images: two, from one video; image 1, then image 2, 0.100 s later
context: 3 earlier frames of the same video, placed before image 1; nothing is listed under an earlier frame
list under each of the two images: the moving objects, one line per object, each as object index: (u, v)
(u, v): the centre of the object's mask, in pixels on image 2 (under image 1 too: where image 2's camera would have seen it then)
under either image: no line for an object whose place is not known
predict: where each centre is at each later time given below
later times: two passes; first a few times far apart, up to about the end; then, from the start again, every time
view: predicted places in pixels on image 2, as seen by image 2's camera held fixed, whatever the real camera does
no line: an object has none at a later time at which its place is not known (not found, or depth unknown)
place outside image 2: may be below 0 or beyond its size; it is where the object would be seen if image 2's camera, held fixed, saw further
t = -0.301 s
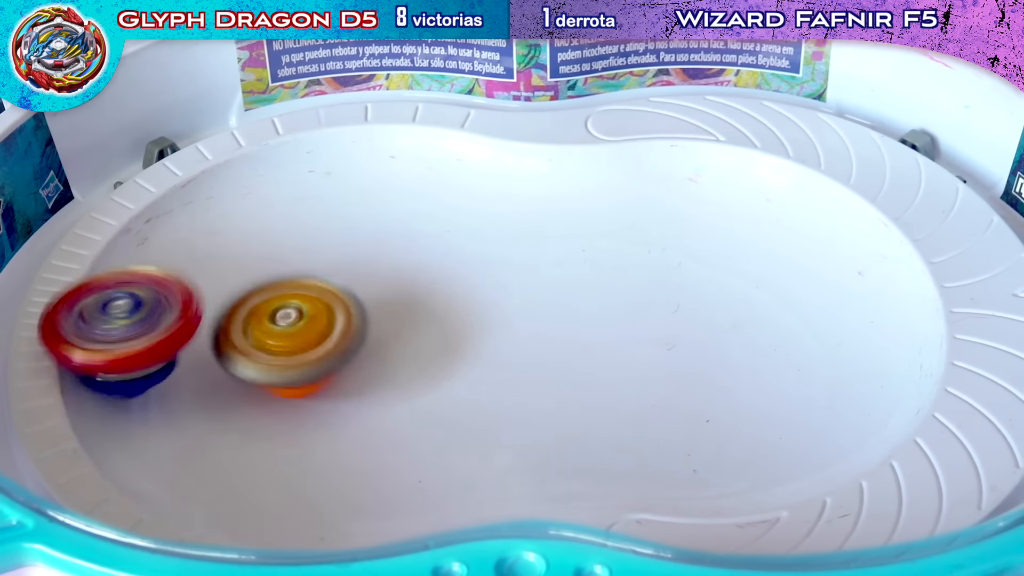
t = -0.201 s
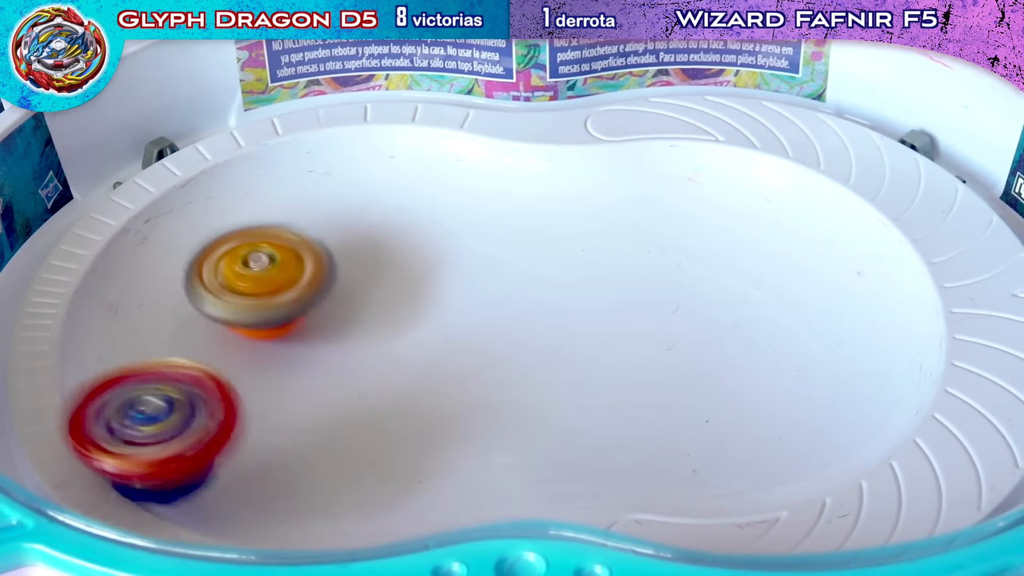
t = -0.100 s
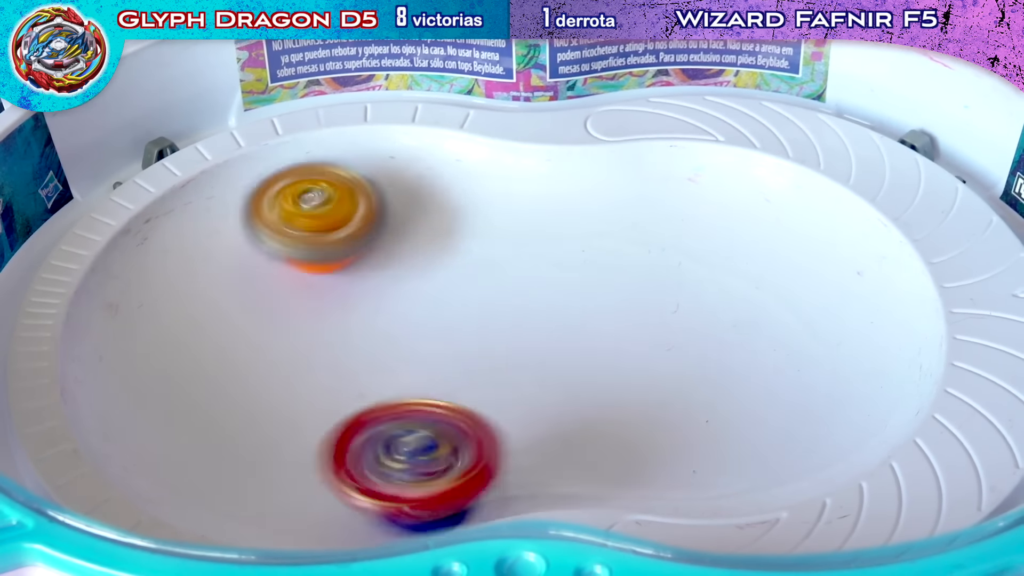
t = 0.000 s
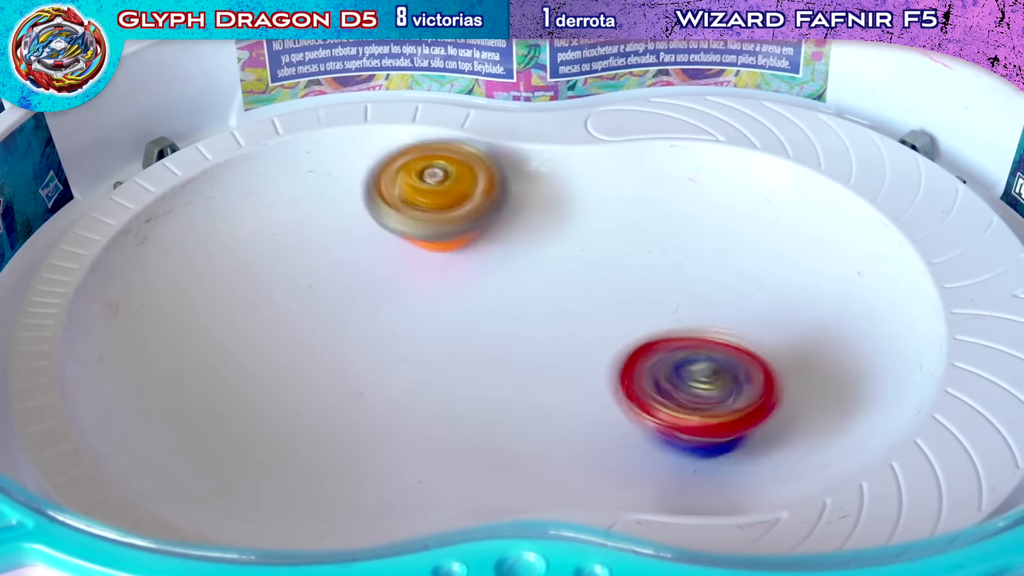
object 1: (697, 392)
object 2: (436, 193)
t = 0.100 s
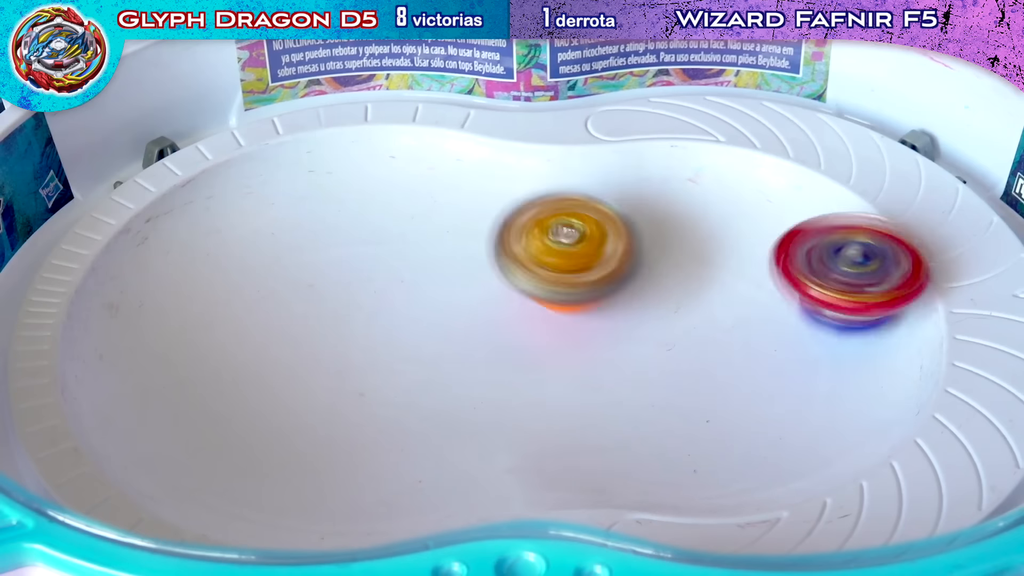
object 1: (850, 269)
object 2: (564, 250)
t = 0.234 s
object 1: (725, 159)
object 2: (703, 344)
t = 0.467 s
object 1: (184, 251)
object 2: (625, 407)
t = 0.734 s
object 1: (514, 431)
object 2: (283, 348)
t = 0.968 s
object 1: (823, 181)
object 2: (385, 227)
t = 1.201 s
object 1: (454, 205)
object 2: (659, 312)
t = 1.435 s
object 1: (171, 394)
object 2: (666, 375)
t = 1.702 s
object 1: (669, 426)
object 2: (416, 316)
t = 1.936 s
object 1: (785, 223)
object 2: (377, 251)
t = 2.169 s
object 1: (493, 173)
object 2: (367, 354)
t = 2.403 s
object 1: (301, 235)
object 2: (151, 317)
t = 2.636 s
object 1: (400, 321)
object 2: (283, 211)
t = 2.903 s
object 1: (677, 412)
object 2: (467, 357)
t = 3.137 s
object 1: (849, 283)
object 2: (212, 450)
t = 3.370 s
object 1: (564, 256)
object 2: (260, 235)
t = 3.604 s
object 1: (337, 351)
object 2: (565, 187)
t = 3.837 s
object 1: (260, 412)
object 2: (774, 373)
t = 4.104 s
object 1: (344, 389)
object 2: (499, 398)
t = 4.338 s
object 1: (173, 229)
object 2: (900, 333)
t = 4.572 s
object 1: (436, 266)
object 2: (683, 291)
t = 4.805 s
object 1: (452, 280)
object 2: (691, 215)
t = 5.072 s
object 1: (554, 328)
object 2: (841, 268)
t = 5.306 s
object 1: (639, 428)
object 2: (753, 305)
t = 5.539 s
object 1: (669, 416)
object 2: (643, 196)
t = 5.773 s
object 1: (557, 279)
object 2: (693, 215)
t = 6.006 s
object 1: (347, 137)
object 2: (546, 374)
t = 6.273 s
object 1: (249, 303)
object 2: (125, 385)
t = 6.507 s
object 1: (424, 394)
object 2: (325, 225)
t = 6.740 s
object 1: (645, 410)
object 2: (668, 286)
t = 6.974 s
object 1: (764, 405)
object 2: (869, 309)
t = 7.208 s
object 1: (673, 400)
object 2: (777, 307)
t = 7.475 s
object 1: (519, 274)
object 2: (655, 168)
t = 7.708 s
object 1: (358, 137)
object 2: (689, 237)
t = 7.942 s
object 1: (247, 254)
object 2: (478, 403)
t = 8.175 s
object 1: (348, 397)
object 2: (135, 403)
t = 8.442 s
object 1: (456, 437)
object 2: (344, 260)
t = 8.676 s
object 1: (483, 389)
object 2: (643, 247)
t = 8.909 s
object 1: (470, 268)
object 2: (859, 282)
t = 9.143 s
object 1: (406, 164)
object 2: (725, 395)
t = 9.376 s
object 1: (310, 227)
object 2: (479, 345)
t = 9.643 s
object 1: (144, 290)
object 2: (391, 355)
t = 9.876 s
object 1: (201, 307)
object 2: (434, 384)
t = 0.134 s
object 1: (857, 224)
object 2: (610, 276)
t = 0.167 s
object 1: (830, 183)
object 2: (650, 300)
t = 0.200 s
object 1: (785, 160)
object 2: (678, 322)
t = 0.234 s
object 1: (725, 159)
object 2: (703, 344)
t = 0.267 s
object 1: (647, 158)
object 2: (714, 362)
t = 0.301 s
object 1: (563, 168)
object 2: (721, 379)
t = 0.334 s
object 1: (478, 186)
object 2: (717, 392)
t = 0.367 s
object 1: (394, 209)
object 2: (706, 402)
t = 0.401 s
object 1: (314, 221)
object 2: (686, 408)
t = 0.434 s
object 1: (245, 234)
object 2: (659, 409)
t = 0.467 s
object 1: (184, 251)
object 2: (625, 407)
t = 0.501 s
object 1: (134, 274)
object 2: (585, 402)
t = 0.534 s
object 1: (109, 307)
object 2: (542, 395)
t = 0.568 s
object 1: (115, 357)
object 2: (493, 388)
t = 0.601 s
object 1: (154, 408)
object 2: (440, 383)
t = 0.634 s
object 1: (220, 455)
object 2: (392, 377)
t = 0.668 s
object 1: (312, 476)
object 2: (345, 364)
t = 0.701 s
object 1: (417, 465)
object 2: (307, 362)
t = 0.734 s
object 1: (514, 431)
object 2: (283, 348)
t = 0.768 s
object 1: (601, 417)
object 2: (267, 331)
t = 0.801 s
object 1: (680, 389)
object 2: (262, 313)
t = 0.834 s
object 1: (747, 352)
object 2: (269, 293)
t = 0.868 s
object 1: (795, 314)
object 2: (287, 271)
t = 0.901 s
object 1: (826, 272)
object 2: (313, 252)
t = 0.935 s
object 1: (834, 228)
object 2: (346, 237)
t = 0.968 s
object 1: (823, 181)
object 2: (385, 227)
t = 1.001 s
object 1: (790, 153)
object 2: (424, 225)
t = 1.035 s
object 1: (744, 139)
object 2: (459, 230)
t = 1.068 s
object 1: (691, 131)
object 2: (498, 242)
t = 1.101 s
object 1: (633, 130)
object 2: (545, 262)
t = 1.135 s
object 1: (579, 147)
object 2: (589, 280)
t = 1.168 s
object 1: (521, 177)
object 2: (626, 296)
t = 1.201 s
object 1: (454, 205)
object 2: (659, 312)
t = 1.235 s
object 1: (393, 230)
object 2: (685, 325)
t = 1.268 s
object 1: (334, 253)
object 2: (699, 336)
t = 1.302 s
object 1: (284, 274)
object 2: (705, 346)
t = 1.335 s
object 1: (242, 299)
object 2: (706, 356)
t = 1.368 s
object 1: (206, 328)
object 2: (700, 364)
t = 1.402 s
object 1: (183, 359)
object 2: (687, 370)
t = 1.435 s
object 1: (171, 394)
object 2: (666, 375)
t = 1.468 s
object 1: (179, 428)
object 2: (642, 378)
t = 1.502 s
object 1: (209, 458)
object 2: (614, 379)
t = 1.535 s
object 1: (268, 475)
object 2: (582, 379)
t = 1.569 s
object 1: (349, 478)
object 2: (546, 378)
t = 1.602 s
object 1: (435, 458)
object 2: (513, 371)
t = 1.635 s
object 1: (513, 440)
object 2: (471, 351)
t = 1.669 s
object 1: (593, 437)
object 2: (444, 338)
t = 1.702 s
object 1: (669, 426)
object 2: (416, 316)
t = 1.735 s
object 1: (742, 406)
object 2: (394, 298)
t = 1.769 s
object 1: (797, 376)
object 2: (376, 282)
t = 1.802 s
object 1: (836, 342)
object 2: (364, 270)
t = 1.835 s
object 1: (851, 307)
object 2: (360, 261)
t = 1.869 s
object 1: (847, 276)
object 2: (360, 255)
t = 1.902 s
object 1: (824, 247)
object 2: (366, 252)
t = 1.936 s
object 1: (785, 223)
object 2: (377, 251)
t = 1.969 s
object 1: (738, 204)
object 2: (391, 254)
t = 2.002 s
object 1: (681, 191)
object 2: (407, 261)
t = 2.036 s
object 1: (624, 188)
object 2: (426, 271)
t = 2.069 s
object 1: (562, 192)
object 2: (448, 281)
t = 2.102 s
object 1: (534, 183)
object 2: (432, 302)
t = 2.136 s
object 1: (518, 174)
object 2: (403, 331)
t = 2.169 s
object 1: (493, 173)
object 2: (367, 354)
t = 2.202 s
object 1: (463, 176)
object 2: (325, 370)
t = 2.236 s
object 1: (433, 184)
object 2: (281, 377)
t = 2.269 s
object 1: (398, 193)
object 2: (239, 378)
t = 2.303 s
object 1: (365, 201)
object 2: (202, 369)
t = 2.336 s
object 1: (335, 210)
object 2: (173, 355)
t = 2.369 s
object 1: (316, 222)
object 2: (157, 336)
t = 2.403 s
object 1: (301, 235)
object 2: (151, 317)
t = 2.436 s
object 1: (295, 251)
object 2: (157, 297)
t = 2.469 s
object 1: (307, 266)
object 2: (159, 277)
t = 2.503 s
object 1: (325, 281)
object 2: (164, 259)
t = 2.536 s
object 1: (342, 296)
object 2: (180, 243)
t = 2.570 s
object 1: (358, 308)
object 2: (208, 230)
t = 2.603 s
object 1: (376, 316)
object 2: (243, 218)
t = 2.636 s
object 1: (400, 321)
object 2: (283, 211)
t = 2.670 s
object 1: (422, 328)
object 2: (324, 211)
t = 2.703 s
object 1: (444, 335)
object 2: (365, 220)
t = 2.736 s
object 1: (466, 341)
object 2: (403, 235)
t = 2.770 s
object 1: (491, 350)
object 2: (433, 253)
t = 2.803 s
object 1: (530, 370)
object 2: (451, 273)
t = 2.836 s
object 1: (573, 386)
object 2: (464, 299)
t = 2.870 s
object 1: (622, 400)
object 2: (469, 328)
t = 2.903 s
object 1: (677, 412)
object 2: (467, 357)
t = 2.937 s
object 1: (737, 420)
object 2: (455, 382)
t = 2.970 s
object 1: (801, 415)
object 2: (433, 405)
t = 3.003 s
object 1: (851, 391)
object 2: (403, 428)
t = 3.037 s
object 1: (876, 362)
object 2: (361, 447)
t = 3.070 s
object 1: (882, 338)
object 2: (312, 460)
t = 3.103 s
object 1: (871, 309)
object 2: (261, 461)
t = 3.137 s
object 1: (849, 283)
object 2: (212, 450)
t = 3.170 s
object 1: (817, 262)
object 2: (170, 432)
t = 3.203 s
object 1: (781, 245)
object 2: (143, 403)
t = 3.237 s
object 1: (741, 237)
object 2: (135, 369)
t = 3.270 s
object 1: (697, 237)
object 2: (144, 332)
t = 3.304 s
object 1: (653, 239)
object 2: (168, 296)
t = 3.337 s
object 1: (610, 247)
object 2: (207, 262)
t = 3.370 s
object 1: (564, 256)
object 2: (260, 235)
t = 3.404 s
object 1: (515, 263)
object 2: (317, 214)
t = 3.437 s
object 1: (473, 274)
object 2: (380, 196)
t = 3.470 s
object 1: (446, 294)
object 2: (425, 165)
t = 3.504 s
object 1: (414, 314)
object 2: (463, 139)
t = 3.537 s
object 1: (386, 330)
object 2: (496, 137)
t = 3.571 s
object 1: (361, 343)
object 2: (531, 158)
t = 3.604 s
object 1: (337, 351)
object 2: (565, 187)
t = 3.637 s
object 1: (316, 361)
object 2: (607, 226)
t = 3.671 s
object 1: (299, 370)
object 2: (654, 259)
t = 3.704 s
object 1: (285, 379)
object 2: (695, 286)
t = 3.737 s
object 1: (272, 388)
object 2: (733, 310)
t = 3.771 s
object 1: (263, 398)
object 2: (759, 331)
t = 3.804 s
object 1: (259, 405)
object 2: (771, 351)
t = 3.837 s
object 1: (260, 412)
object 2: (774, 373)
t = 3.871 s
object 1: (264, 418)
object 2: (765, 393)
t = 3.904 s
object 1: (269, 422)
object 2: (742, 409)
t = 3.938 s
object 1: (280, 423)
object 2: (711, 420)
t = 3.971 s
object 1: (295, 421)
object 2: (675, 423)
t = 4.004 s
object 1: (310, 417)
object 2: (633, 418)
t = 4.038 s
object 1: (324, 411)
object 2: (588, 413)
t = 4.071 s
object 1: (335, 402)
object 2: (542, 405)
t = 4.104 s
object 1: (344, 389)
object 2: (499, 398)
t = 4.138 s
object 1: (283, 361)
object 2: (551, 389)
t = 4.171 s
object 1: (226, 325)
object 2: (620, 392)
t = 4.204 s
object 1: (183, 287)
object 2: (691, 395)
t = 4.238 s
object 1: (154, 254)
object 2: (758, 390)
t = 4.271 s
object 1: (142, 232)
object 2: (821, 378)
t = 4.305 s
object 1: (150, 224)
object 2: (874, 360)
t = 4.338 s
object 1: (173, 229)
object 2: (900, 333)
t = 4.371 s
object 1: (203, 239)
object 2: (905, 317)
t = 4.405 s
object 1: (240, 251)
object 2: (897, 317)
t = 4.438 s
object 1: (282, 262)
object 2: (868, 322)
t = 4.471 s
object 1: (324, 268)
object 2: (821, 320)
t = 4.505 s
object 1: (361, 270)
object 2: (772, 314)
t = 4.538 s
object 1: (401, 271)
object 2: (725, 305)
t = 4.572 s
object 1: (436, 266)
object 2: (683, 291)
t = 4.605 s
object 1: (466, 262)
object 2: (645, 277)
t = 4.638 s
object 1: (475, 260)
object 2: (632, 259)
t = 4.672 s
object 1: (470, 268)
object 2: (634, 246)
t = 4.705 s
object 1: (462, 267)
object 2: (641, 232)
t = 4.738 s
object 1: (455, 271)
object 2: (653, 222)
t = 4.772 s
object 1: (452, 277)
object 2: (672, 216)
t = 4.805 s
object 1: (452, 280)
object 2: (691, 215)
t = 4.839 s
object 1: (454, 284)
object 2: (712, 216)
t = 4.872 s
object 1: (460, 286)
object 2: (736, 218)
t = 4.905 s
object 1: (465, 290)
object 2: (760, 223)
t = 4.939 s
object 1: (474, 297)
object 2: (782, 231)
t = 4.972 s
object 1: (491, 302)
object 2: (801, 239)
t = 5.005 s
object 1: (511, 310)
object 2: (817, 247)
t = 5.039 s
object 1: (534, 319)
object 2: (831, 256)
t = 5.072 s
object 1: (554, 328)
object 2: (841, 268)
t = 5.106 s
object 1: (577, 340)
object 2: (845, 281)
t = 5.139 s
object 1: (602, 350)
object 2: (841, 297)
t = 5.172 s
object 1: (627, 361)
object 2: (827, 313)
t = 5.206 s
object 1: (655, 370)
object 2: (808, 324)
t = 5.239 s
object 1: (661, 386)
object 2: (792, 324)
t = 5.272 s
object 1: (646, 415)
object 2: (776, 315)
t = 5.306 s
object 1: (639, 428)
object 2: (753, 305)
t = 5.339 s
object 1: (637, 438)
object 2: (728, 294)
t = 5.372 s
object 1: (640, 442)
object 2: (704, 279)
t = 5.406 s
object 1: (643, 445)
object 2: (683, 262)
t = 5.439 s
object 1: (651, 442)
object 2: (665, 244)
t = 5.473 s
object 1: (660, 438)
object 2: (652, 227)
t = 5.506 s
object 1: (664, 429)
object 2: (644, 211)
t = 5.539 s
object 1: (669, 416)
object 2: (643, 196)
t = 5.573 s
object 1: (665, 400)
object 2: (645, 185)
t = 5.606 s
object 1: (662, 383)
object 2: (652, 178)
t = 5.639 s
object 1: (648, 363)
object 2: (662, 174)
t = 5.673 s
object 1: (632, 343)
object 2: (675, 176)
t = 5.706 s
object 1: (611, 325)
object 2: (685, 184)
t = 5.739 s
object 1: (580, 301)
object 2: (692, 198)
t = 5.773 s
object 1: (557, 279)
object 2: (693, 215)
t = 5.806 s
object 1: (528, 256)
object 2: (689, 236)
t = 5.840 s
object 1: (497, 229)
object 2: (680, 257)
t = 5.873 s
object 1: (468, 209)
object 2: (664, 279)
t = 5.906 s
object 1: (439, 191)
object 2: (642, 303)
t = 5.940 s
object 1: (409, 170)
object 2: (617, 328)
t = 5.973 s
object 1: (379, 151)
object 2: (585, 352)
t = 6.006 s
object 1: (347, 137)
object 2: (546, 374)
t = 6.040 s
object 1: (312, 129)
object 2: (499, 394)
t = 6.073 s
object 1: (281, 141)
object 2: (445, 412)
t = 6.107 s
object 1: (253, 164)
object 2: (387, 434)
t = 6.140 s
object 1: (235, 191)
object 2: (326, 449)
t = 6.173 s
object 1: (226, 223)
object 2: (264, 452)
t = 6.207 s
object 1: (226, 253)
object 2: (206, 442)
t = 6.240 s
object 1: (235, 278)
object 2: (156, 419)
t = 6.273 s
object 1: (249, 303)
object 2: (125, 385)
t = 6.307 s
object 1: (269, 322)
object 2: (114, 351)
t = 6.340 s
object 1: (291, 338)
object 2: (123, 316)
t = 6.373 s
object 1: (314, 356)
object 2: (145, 284)
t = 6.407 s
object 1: (341, 370)
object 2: (179, 259)
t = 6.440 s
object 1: (367, 380)
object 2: (221, 241)
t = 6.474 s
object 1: (394, 389)
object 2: (273, 231)
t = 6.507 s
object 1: (424, 394)
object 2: (325, 225)
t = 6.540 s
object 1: (455, 397)
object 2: (377, 225)
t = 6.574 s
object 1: (487, 402)
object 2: (426, 230)
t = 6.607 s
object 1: (521, 405)
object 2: (473, 239)
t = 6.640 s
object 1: (551, 407)
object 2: (525, 253)
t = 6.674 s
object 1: (586, 409)
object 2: (576, 266)
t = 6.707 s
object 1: (618, 410)
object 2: (625, 277)
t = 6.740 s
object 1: (645, 410)
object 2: (668, 286)
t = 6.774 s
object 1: (675, 409)
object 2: (707, 291)
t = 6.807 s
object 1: (704, 408)
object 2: (744, 296)
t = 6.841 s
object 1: (726, 406)
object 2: (780, 303)
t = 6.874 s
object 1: (739, 407)
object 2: (811, 307)
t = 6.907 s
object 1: (750, 408)
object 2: (837, 305)
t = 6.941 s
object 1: (762, 406)
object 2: (857, 306)
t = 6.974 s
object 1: (764, 405)
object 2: (869, 309)
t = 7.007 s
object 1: (760, 405)
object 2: (873, 308)
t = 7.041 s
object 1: (758, 405)
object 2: (868, 311)
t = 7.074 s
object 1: (744, 410)
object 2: (861, 312)
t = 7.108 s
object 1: (725, 409)
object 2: (846, 314)
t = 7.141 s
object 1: (708, 407)
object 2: (825, 315)
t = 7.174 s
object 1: (693, 405)
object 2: (802, 312)
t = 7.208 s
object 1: (673, 400)
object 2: (777, 307)
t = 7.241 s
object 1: (652, 392)
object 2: (754, 297)
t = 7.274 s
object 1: (634, 382)
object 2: (729, 283)
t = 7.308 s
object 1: (618, 370)
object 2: (708, 264)
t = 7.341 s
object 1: (597, 354)
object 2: (689, 247)
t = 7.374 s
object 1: (576, 336)
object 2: (673, 225)
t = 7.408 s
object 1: (557, 315)
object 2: (663, 206)
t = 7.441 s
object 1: (539, 295)
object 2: (655, 185)
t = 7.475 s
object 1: (519, 274)
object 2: (655, 168)
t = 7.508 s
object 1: (495, 248)
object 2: (659, 158)
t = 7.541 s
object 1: (473, 225)
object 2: (670, 156)
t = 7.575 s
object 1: (452, 207)
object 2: (681, 165)
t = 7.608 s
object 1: (430, 188)
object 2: (693, 178)
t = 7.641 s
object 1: (407, 169)
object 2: (697, 195)
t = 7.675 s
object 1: (383, 150)
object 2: (696, 217)
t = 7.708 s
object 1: (358, 137)
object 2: (689, 237)
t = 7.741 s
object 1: (332, 133)
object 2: (675, 260)
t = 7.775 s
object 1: (303, 138)
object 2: (655, 283)
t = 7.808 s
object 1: (278, 154)
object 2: (628, 308)
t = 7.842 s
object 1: (258, 175)
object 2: (598, 334)
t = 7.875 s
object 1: (248, 201)
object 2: (564, 359)
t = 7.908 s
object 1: (246, 227)
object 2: (524, 382)
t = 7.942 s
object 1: (247, 254)
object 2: (478, 403)
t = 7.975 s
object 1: (254, 278)
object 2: (426, 425)
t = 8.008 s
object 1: (267, 299)
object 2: (371, 447)
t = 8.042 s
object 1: (281, 322)
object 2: (314, 461)
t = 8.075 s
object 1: (298, 341)
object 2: (258, 463)
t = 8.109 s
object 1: (313, 363)
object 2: (204, 453)
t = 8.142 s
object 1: (330, 383)
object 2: (159, 429)
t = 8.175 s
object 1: (348, 397)
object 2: (135, 403)
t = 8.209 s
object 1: (366, 409)
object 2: (132, 374)
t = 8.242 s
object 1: (383, 417)
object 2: (141, 347)
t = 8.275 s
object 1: (396, 425)
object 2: (160, 322)
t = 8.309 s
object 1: (411, 430)
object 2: (187, 303)
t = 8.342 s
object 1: (424, 434)
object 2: (224, 288)
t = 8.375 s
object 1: (436, 437)
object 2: (261, 276)
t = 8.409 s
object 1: (448, 438)
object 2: (301, 267)
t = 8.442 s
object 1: (456, 437)
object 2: (344, 260)
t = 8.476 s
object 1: (464, 434)
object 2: (383, 253)
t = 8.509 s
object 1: (470, 430)
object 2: (423, 249)
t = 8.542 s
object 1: (477, 424)
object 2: (468, 246)
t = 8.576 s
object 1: (480, 417)
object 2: (512, 247)
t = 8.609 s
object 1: (481, 409)
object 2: (556, 248)
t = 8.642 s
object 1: (482, 401)
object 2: (603, 249)
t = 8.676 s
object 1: (483, 389)
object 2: (643, 247)
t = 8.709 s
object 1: (487, 377)
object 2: (680, 246)
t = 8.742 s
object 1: (488, 361)
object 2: (718, 246)
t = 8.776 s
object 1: (488, 345)
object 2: (754, 246)
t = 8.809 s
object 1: (486, 327)
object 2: (788, 249)
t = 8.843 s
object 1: (480, 308)
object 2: (818, 257)
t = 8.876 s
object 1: (477, 289)
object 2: (843, 268)
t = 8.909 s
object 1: (470, 268)
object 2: (859, 282)
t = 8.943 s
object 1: (464, 248)
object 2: (869, 303)
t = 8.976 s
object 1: (456, 230)
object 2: (867, 325)
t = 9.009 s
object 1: (448, 214)
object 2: (852, 351)
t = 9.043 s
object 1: (441, 199)
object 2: (828, 371)
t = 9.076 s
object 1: (431, 185)
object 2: (798, 384)
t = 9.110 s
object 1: (420, 173)
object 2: (763, 393)
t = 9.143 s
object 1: (406, 164)
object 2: (725, 395)
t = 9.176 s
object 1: (391, 162)
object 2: (685, 389)
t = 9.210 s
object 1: (376, 163)
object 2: (650, 381)
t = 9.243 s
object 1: (360, 170)
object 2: (614, 375)
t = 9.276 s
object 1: (345, 180)
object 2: (577, 368)
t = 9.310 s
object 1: (331, 194)
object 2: (542, 359)
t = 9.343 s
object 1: (321, 209)
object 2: (509, 352)
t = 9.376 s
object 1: (310, 227)
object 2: (479, 345)
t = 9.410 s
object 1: (302, 247)
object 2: (450, 340)
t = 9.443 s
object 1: (297, 267)
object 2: (421, 331)
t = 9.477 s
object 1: (284, 291)
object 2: (400, 328)
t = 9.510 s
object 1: (240, 293)
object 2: (407, 337)
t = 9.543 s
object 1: (205, 291)
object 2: (411, 343)
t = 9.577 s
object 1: (178, 289)
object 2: (412, 347)
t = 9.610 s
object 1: (157, 288)
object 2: (405, 351)
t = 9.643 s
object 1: (144, 290)
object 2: (391, 355)
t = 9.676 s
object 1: (140, 294)
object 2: (378, 360)
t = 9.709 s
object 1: (148, 303)
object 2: (364, 364)
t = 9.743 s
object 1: (164, 314)
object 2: (350, 367)
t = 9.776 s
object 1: (188, 324)
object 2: (338, 368)
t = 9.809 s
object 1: (202, 327)
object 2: (348, 370)
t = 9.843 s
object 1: (194, 314)
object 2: (394, 379)
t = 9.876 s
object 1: (201, 307)
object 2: (434, 384)
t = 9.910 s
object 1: (225, 308)
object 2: (465, 386)
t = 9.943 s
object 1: (246, 311)
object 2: (491, 386)
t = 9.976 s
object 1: (266, 312)
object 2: (519, 381)
